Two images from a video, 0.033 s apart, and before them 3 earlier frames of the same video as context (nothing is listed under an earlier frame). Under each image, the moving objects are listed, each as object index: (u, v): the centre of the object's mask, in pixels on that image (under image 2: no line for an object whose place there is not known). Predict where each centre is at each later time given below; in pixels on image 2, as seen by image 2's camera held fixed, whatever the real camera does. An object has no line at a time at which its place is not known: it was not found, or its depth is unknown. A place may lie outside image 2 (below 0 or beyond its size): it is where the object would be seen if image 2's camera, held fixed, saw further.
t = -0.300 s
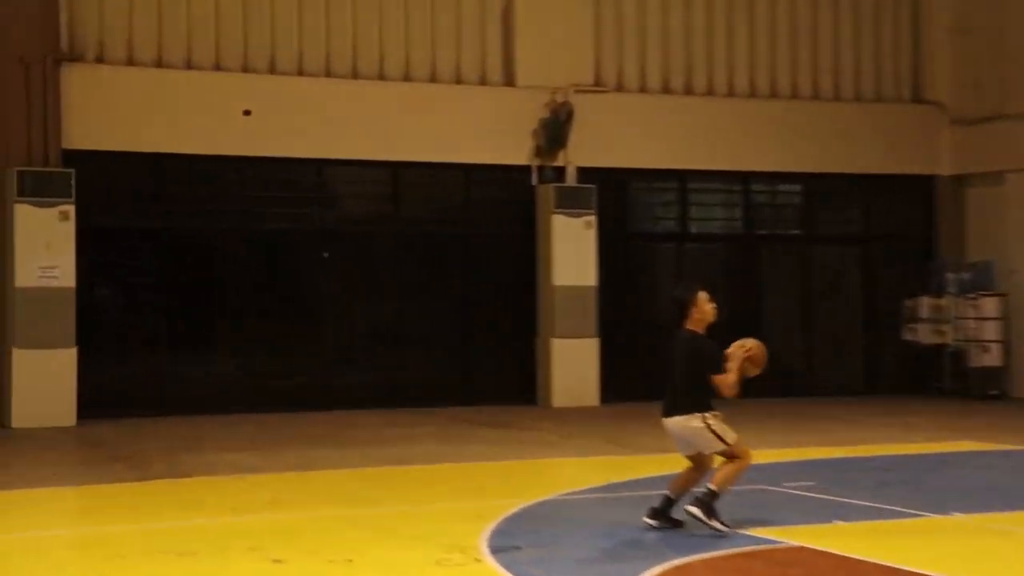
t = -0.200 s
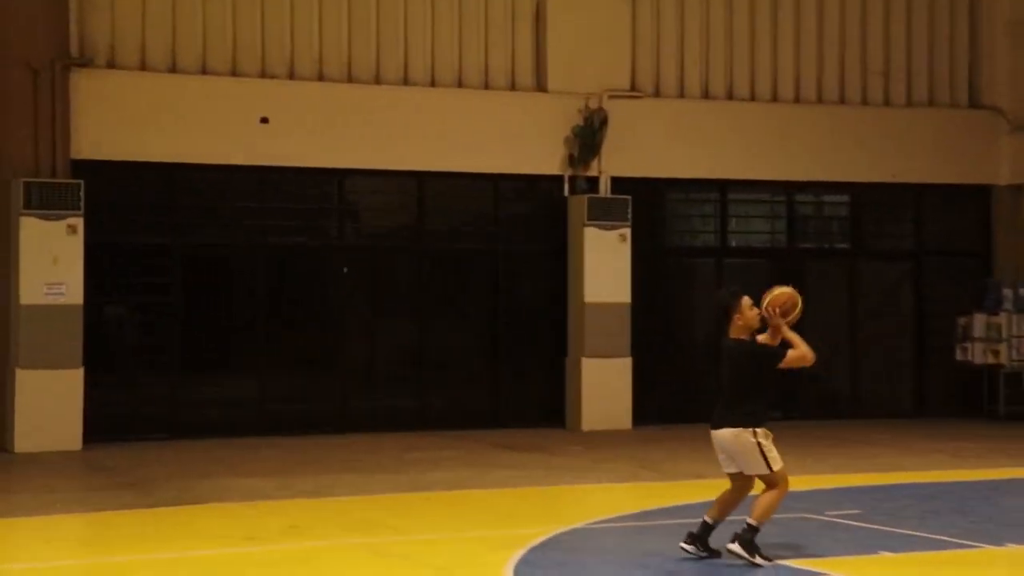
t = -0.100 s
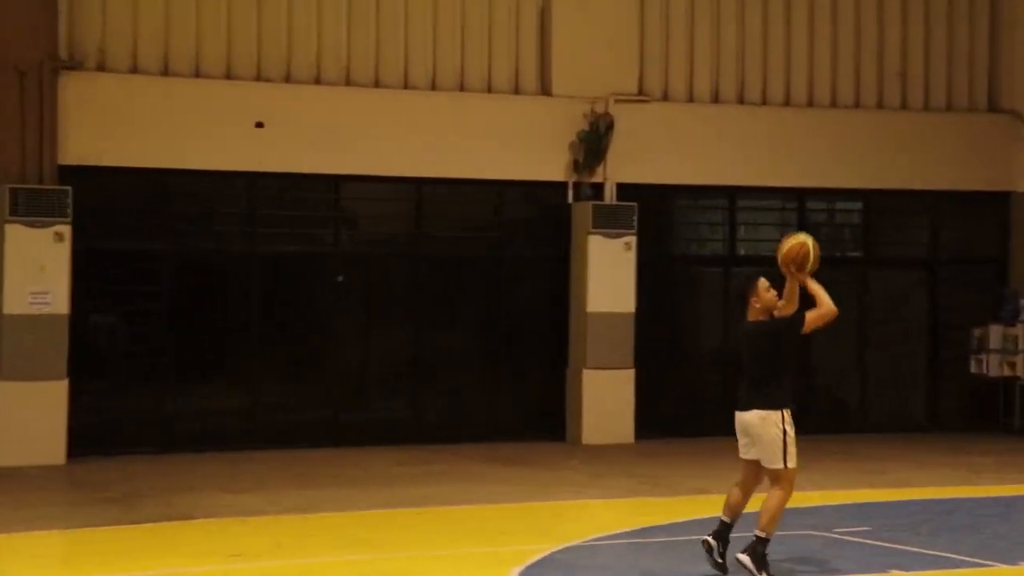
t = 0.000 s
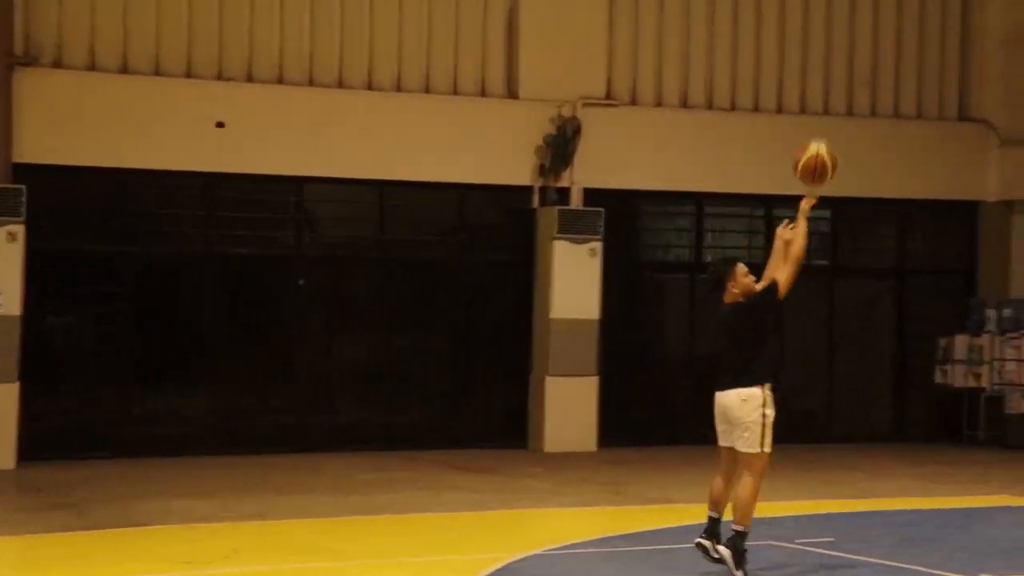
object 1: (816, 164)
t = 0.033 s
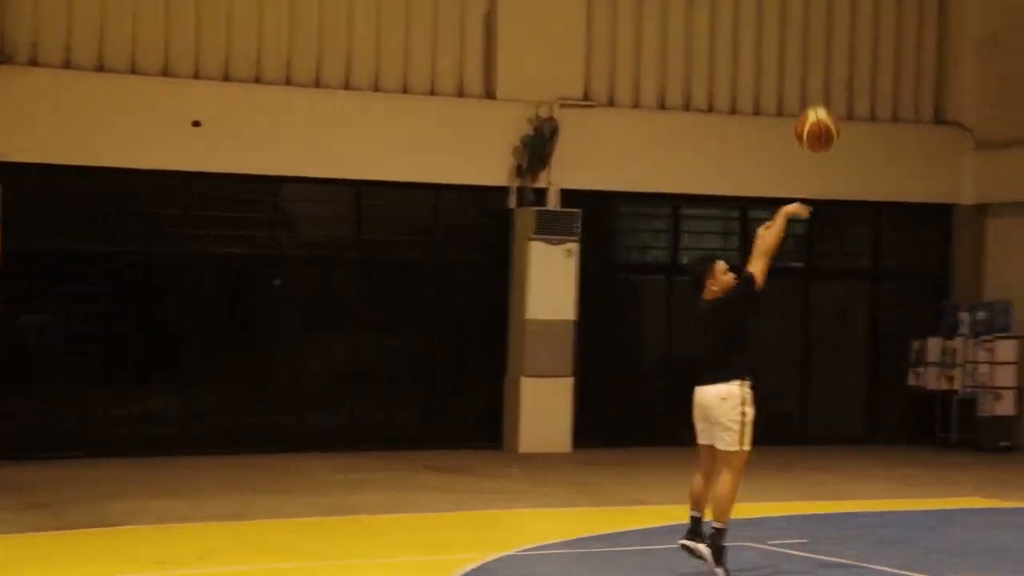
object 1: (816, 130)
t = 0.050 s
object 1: (832, 111)
